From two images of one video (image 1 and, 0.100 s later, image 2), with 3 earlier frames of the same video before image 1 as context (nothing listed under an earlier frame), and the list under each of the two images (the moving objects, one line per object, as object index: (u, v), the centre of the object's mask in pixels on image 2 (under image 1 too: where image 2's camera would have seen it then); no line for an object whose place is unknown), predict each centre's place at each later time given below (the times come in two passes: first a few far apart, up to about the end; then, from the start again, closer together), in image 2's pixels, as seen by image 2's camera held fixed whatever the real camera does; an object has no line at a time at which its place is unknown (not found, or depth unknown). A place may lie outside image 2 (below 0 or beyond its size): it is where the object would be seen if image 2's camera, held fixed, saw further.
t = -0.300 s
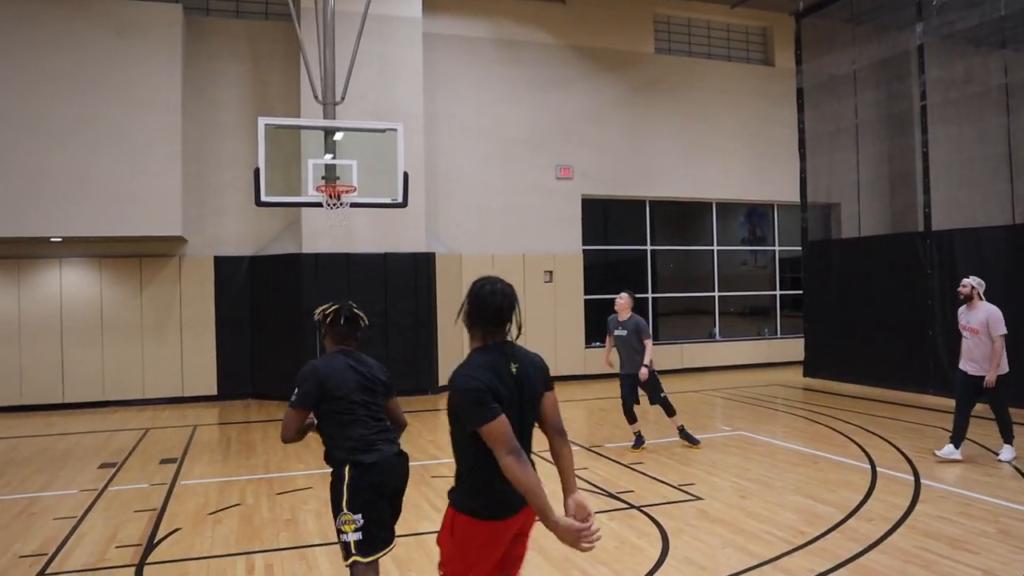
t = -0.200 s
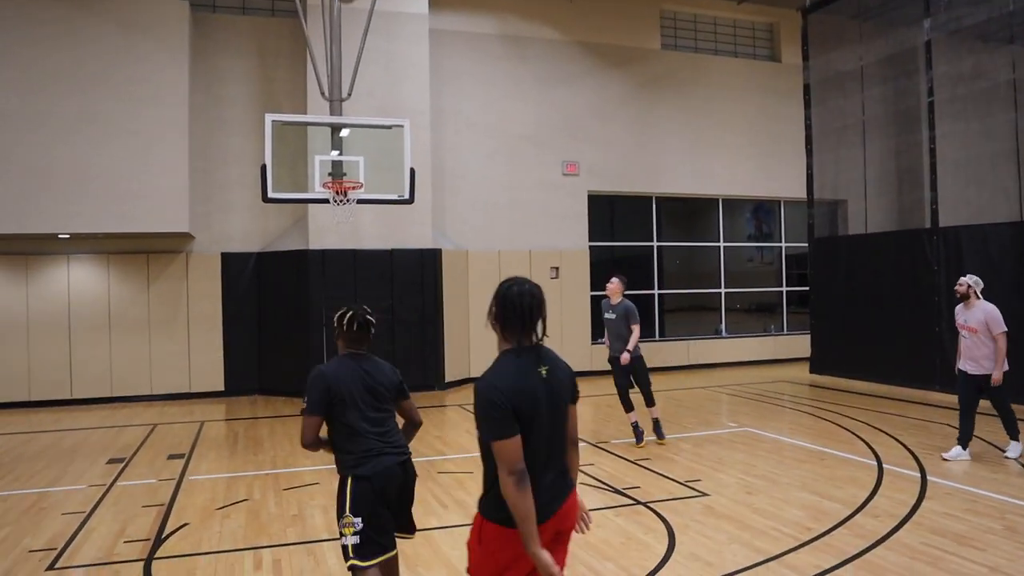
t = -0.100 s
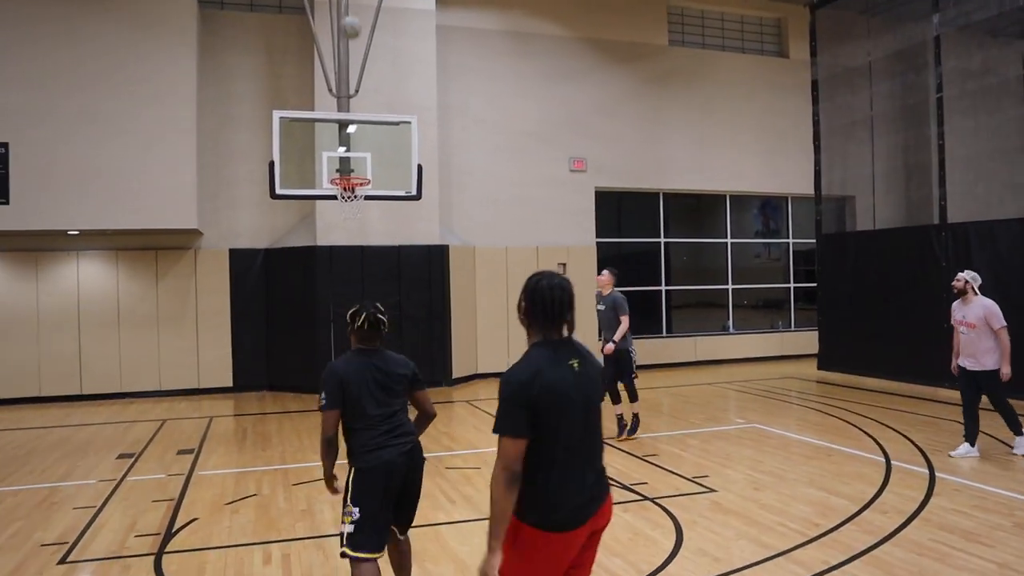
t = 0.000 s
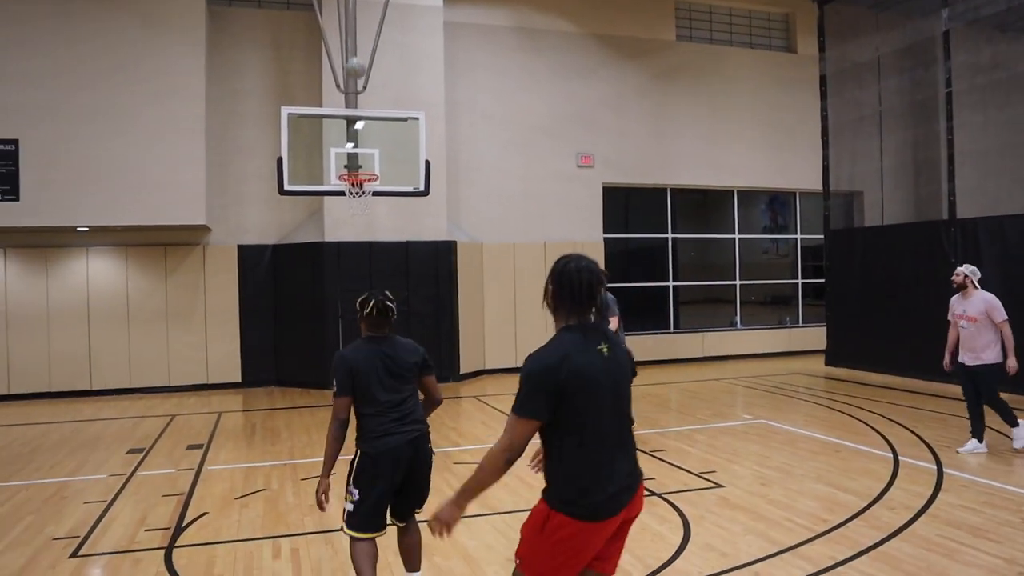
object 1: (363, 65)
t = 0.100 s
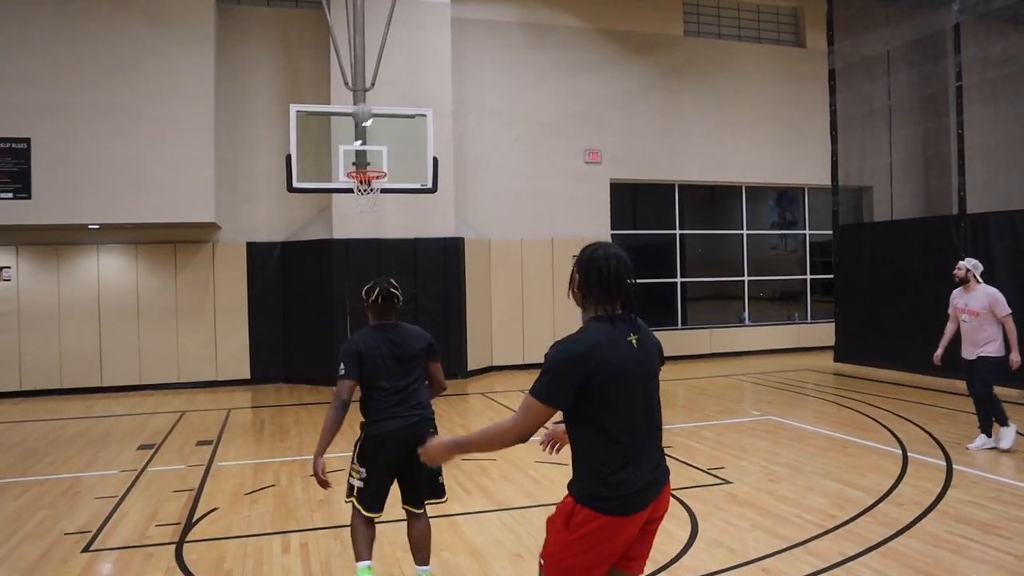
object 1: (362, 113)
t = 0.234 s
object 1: (364, 160)
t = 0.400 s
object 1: (396, 97)
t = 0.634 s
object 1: (444, 43)
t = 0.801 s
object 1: (479, 32)
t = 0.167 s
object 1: (361, 146)
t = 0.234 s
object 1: (364, 160)
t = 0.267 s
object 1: (370, 146)
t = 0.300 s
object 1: (376, 131)
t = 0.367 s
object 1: (388, 108)
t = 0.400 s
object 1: (396, 97)
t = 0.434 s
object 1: (402, 88)
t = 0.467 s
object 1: (409, 79)
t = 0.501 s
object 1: (416, 69)
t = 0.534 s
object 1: (422, 61)
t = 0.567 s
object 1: (429, 55)
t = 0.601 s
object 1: (436, 49)
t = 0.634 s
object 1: (444, 43)
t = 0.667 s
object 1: (452, 40)
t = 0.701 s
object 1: (458, 36)
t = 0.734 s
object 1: (465, 34)
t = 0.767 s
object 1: (473, 33)
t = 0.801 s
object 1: (479, 32)
